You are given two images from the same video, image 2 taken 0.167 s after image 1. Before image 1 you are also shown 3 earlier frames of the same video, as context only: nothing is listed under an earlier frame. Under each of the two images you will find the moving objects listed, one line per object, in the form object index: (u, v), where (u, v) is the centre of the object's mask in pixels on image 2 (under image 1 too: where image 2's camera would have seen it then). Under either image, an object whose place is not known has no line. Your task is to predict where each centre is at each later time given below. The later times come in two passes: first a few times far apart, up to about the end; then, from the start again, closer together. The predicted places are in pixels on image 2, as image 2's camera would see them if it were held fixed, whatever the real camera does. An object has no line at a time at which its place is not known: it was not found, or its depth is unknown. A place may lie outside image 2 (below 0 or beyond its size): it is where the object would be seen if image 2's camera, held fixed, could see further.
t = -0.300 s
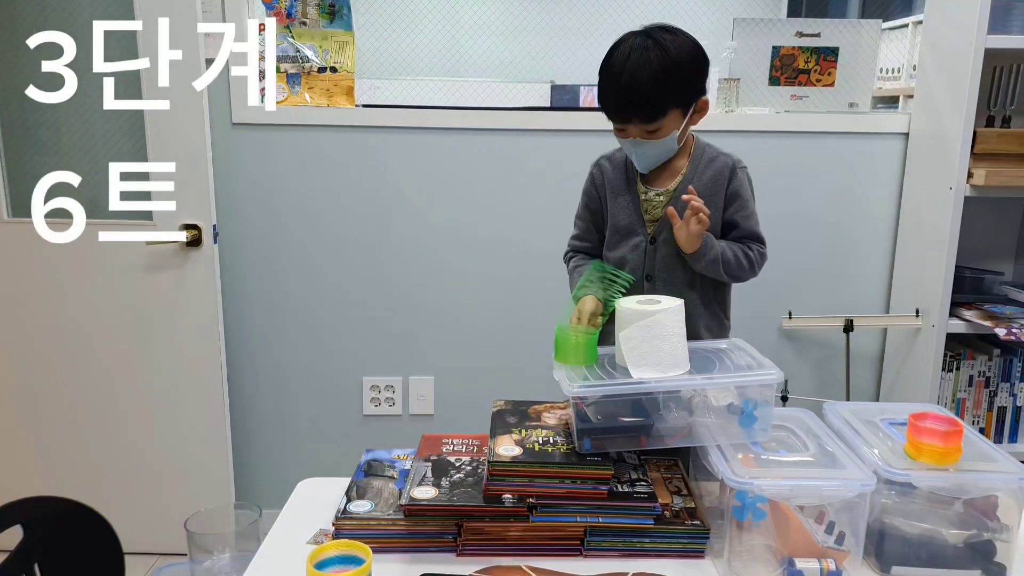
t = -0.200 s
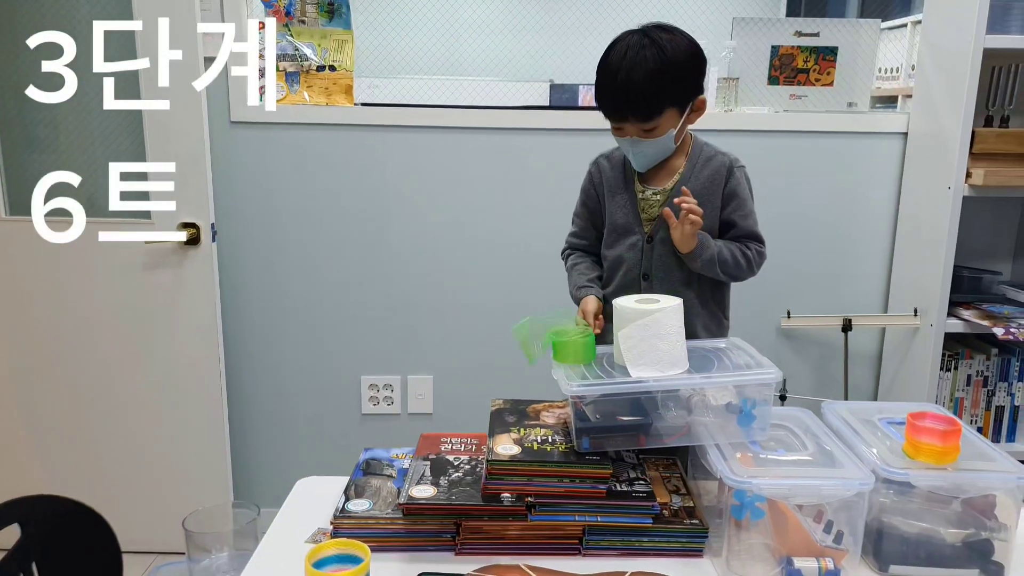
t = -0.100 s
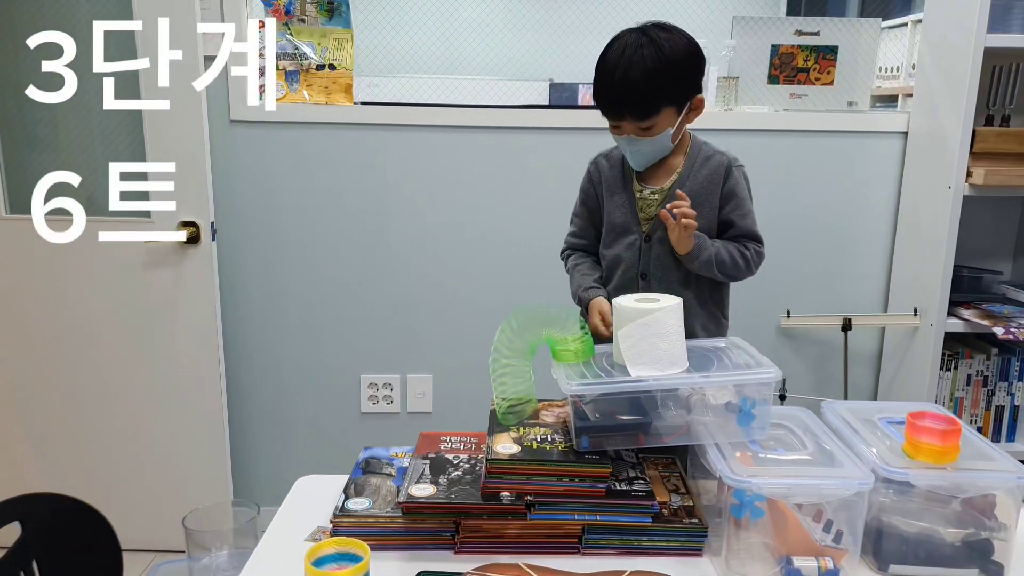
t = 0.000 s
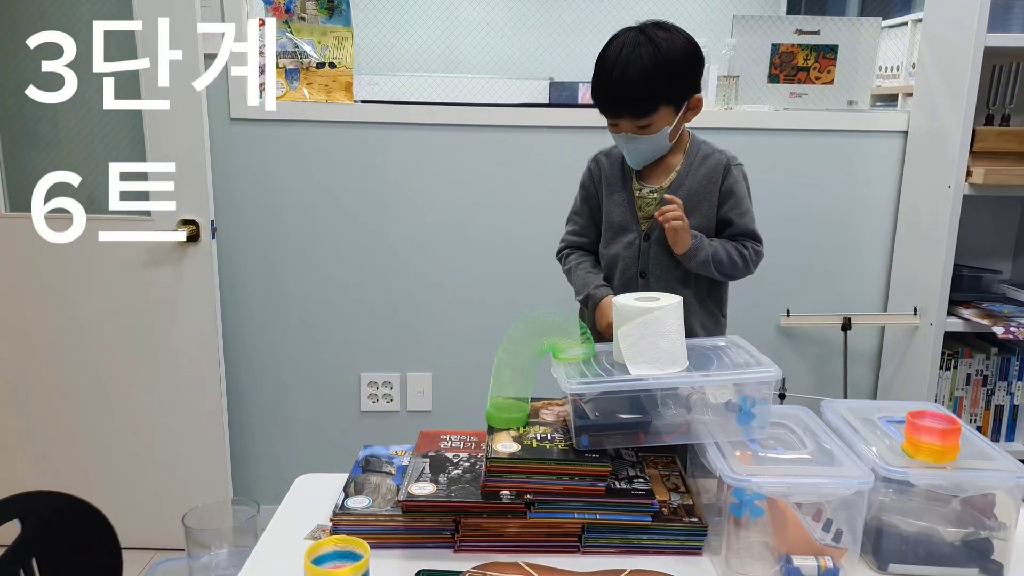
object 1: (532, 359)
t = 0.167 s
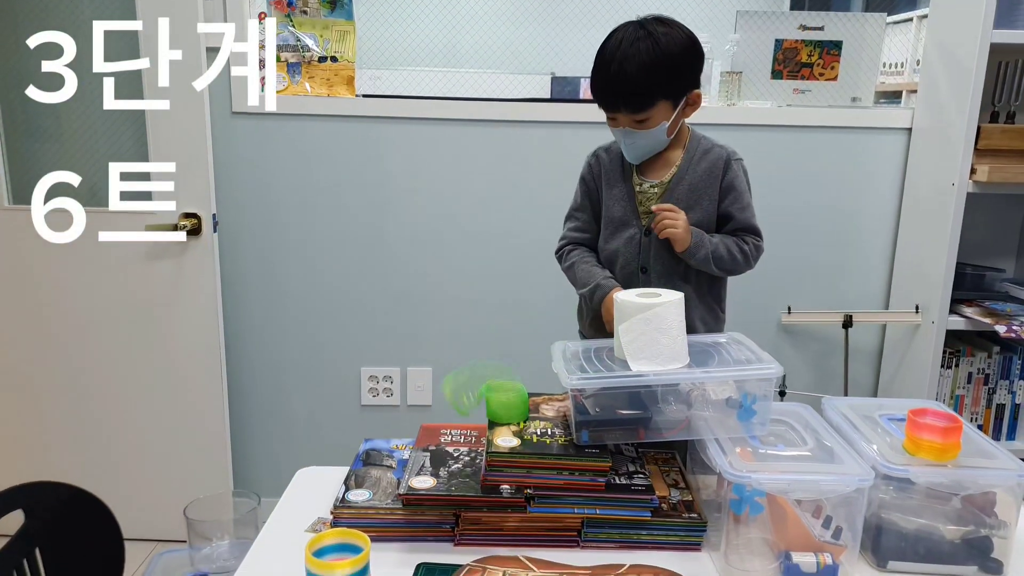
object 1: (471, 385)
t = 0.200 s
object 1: (465, 394)
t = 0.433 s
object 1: (469, 396)
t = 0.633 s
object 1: (397, 435)
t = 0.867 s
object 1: (390, 441)
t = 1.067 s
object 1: (354, 453)
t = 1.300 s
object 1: (321, 470)
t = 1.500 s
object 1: (285, 486)
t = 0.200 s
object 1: (465, 394)
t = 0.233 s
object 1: (465, 394)
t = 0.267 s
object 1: (464, 394)
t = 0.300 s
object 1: (466, 402)
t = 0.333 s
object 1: (464, 403)
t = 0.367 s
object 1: (467, 395)
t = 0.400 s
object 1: (468, 395)
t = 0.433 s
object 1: (469, 396)
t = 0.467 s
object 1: (467, 394)
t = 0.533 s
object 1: (412, 410)
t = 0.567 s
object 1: (398, 420)
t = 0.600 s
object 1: (397, 428)
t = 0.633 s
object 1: (397, 435)
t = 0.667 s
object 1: (397, 439)
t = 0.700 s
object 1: (396, 439)
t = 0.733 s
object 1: (394, 441)
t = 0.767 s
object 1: (394, 442)
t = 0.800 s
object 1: (393, 441)
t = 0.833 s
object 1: (391, 441)
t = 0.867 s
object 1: (390, 441)
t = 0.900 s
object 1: (385, 443)
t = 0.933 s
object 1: (368, 437)
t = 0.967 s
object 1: (360, 439)
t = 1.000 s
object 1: (357, 443)
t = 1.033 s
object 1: (355, 448)
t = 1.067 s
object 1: (354, 453)
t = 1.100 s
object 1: (350, 459)
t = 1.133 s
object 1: (348, 461)
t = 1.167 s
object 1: (346, 464)
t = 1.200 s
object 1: (343, 465)
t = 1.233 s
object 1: (331, 467)
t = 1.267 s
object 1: (327, 470)
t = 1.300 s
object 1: (321, 470)
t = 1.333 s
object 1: (305, 475)
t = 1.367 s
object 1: (295, 481)
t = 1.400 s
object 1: (291, 484)
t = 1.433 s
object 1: (287, 485)
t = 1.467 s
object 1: (286, 485)
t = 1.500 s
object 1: (285, 486)
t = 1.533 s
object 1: (284, 489)
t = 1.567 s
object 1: (284, 492)
